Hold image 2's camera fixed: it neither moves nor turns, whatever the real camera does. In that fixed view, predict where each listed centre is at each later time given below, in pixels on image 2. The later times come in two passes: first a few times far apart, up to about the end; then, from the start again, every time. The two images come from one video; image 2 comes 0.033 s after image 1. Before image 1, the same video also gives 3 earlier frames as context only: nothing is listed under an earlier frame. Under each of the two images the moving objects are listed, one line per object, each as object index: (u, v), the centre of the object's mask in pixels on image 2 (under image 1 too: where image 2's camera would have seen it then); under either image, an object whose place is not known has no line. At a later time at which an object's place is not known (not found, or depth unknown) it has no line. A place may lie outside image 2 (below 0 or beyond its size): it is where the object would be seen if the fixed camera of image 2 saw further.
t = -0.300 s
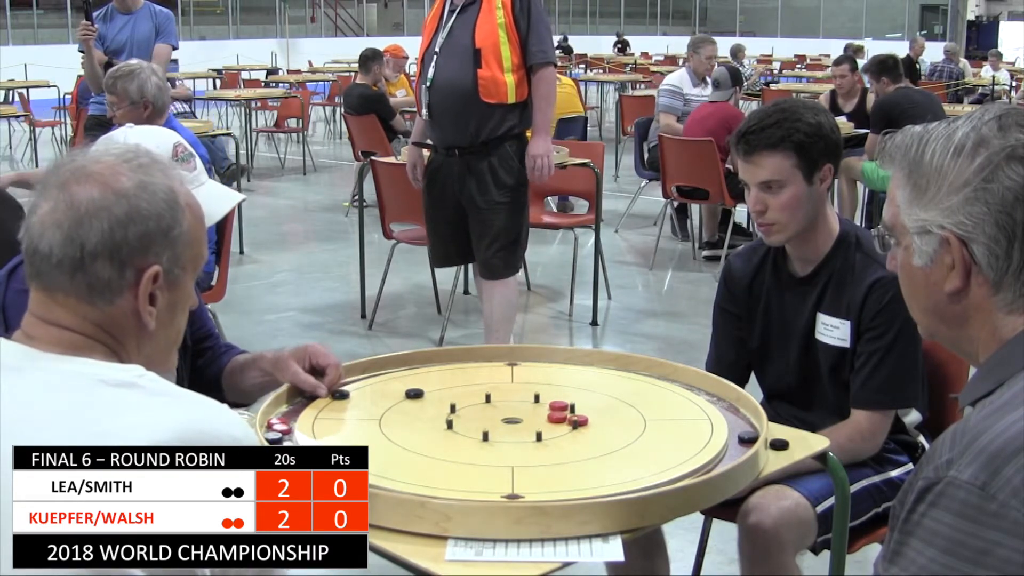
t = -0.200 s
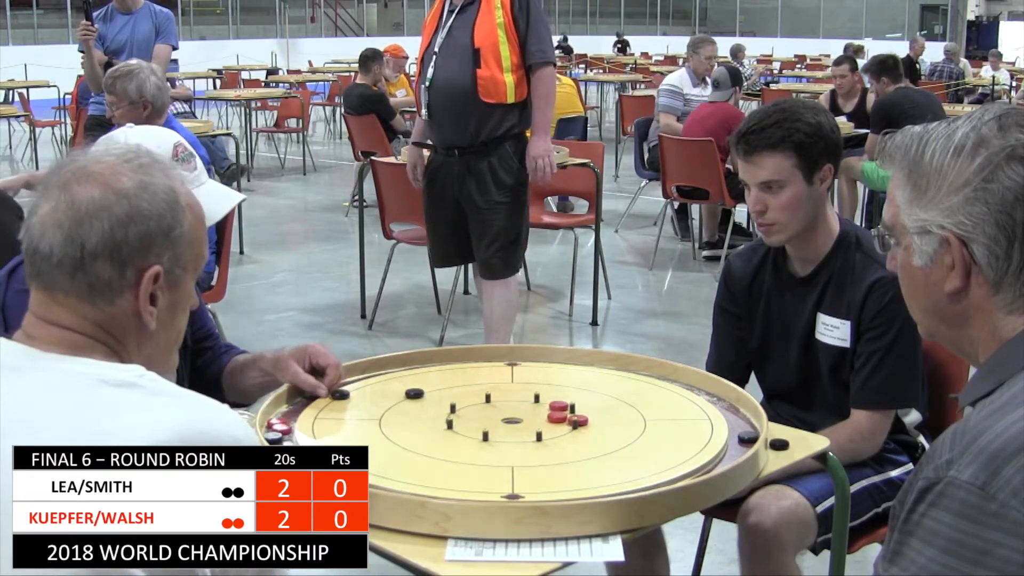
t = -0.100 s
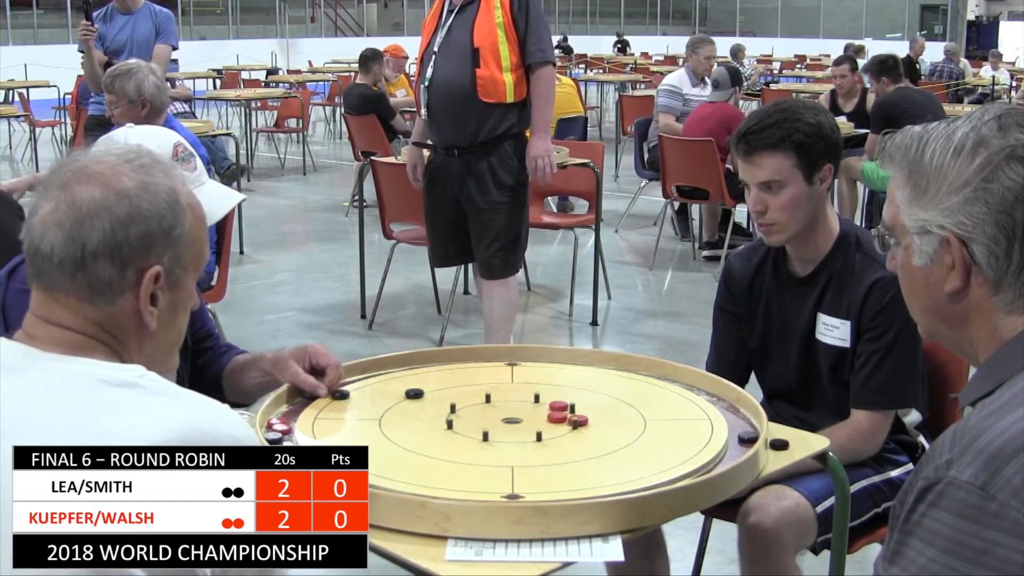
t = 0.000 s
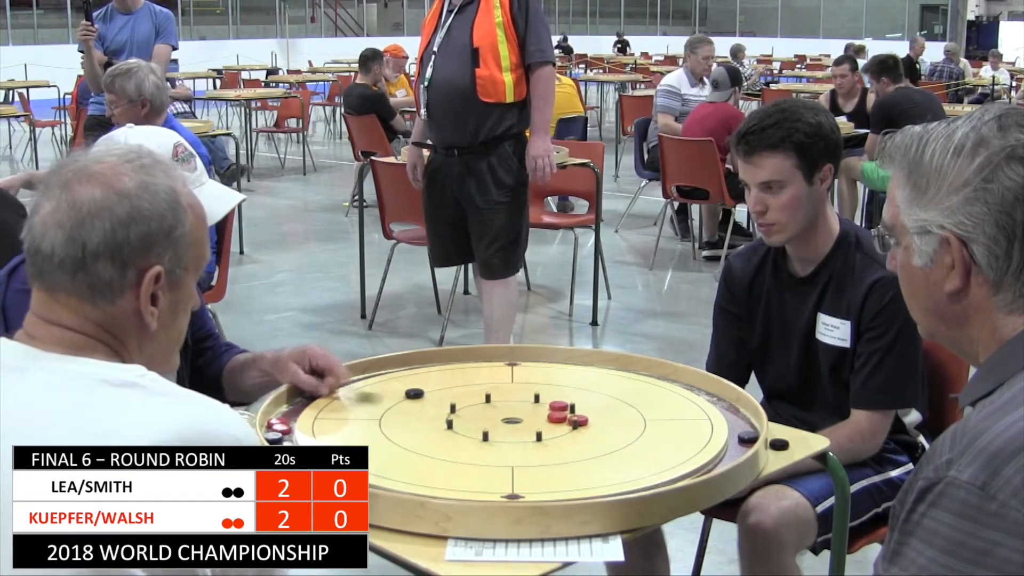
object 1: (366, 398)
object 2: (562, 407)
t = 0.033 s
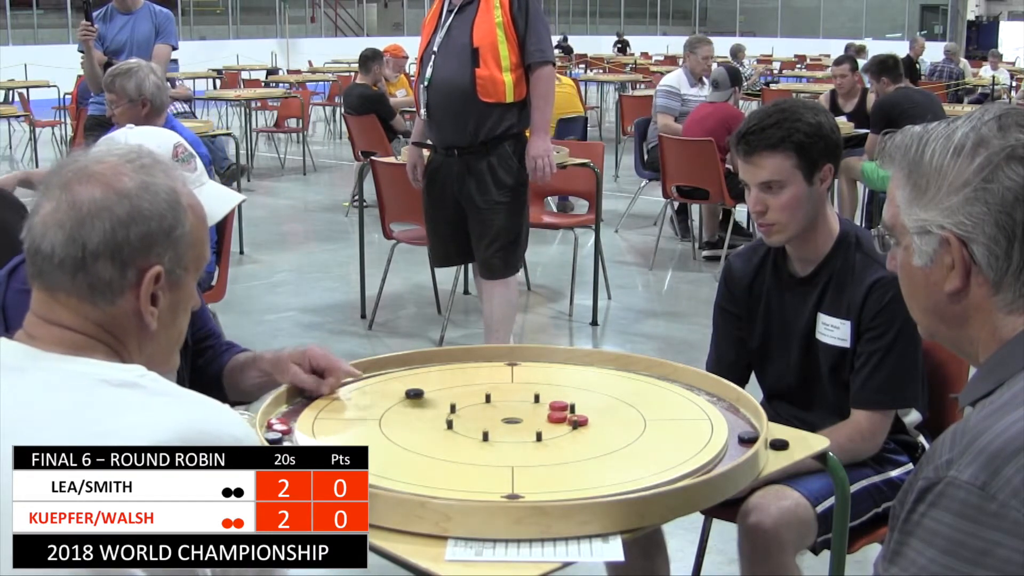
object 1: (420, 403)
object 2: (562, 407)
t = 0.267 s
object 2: (601, 384)
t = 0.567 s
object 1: (549, 418)
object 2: (636, 370)
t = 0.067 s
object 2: (562, 407)
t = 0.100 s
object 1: (524, 411)
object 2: (562, 407)
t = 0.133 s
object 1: (556, 411)
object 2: (565, 404)
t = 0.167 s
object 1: (564, 413)
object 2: (575, 398)
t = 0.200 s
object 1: (564, 416)
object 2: (584, 393)
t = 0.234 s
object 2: (593, 388)
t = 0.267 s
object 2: (601, 384)
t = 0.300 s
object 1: (561, 421)
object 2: (610, 380)
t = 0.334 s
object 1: (556, 420)
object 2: (617, 376)
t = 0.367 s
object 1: (553, 419)
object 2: (623, 372)
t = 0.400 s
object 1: (551, 418)
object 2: (629, 370)
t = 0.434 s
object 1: (550, 418)
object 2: (636, 370)
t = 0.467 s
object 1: (549, 418)
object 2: (633, 370)
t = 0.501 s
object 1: (549, 418)
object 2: (634, 370)
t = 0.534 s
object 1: (549, 418)
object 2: (637, 370)
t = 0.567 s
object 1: (549, 418)
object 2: (636, 370)
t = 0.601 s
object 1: (549, 418)
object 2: (634, 371)
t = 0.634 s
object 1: (549, 418)
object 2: (634, 371)
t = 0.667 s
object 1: (549, 418)
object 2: (634, 371)
